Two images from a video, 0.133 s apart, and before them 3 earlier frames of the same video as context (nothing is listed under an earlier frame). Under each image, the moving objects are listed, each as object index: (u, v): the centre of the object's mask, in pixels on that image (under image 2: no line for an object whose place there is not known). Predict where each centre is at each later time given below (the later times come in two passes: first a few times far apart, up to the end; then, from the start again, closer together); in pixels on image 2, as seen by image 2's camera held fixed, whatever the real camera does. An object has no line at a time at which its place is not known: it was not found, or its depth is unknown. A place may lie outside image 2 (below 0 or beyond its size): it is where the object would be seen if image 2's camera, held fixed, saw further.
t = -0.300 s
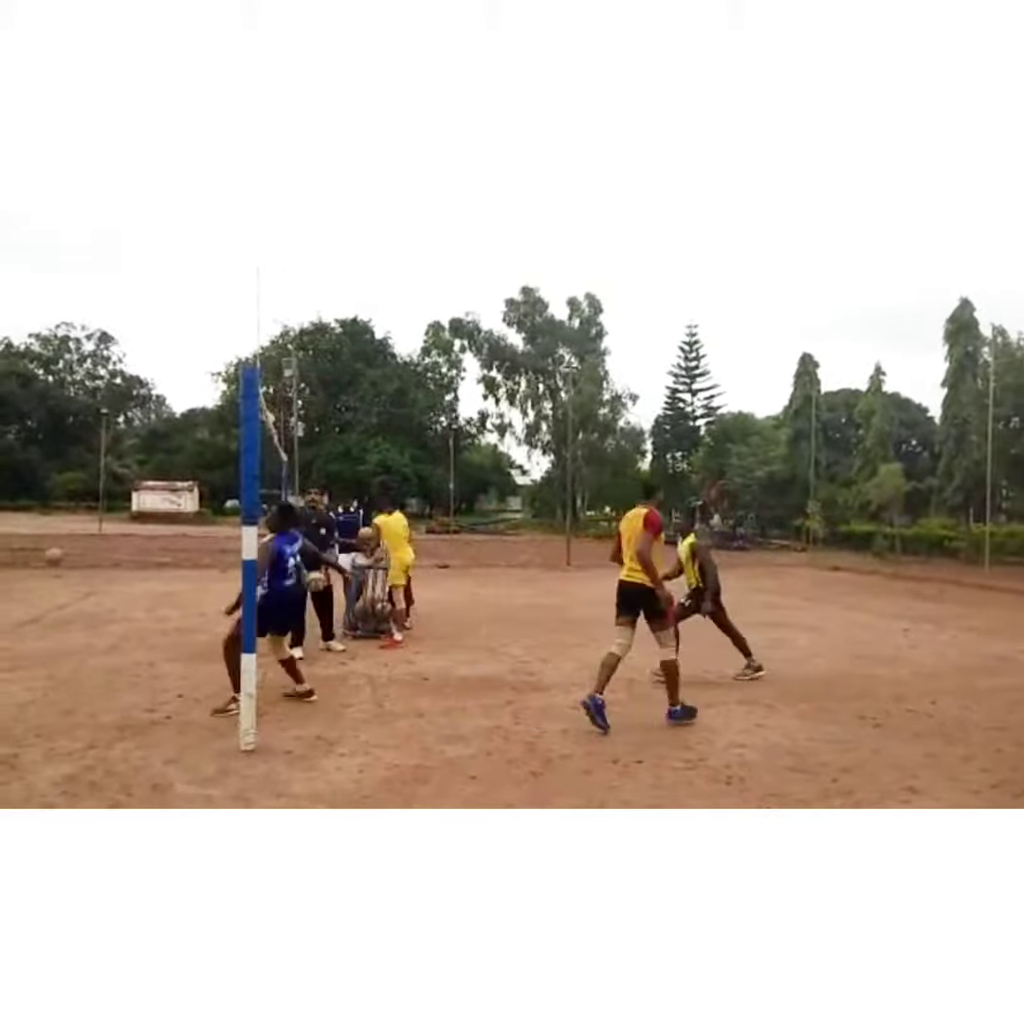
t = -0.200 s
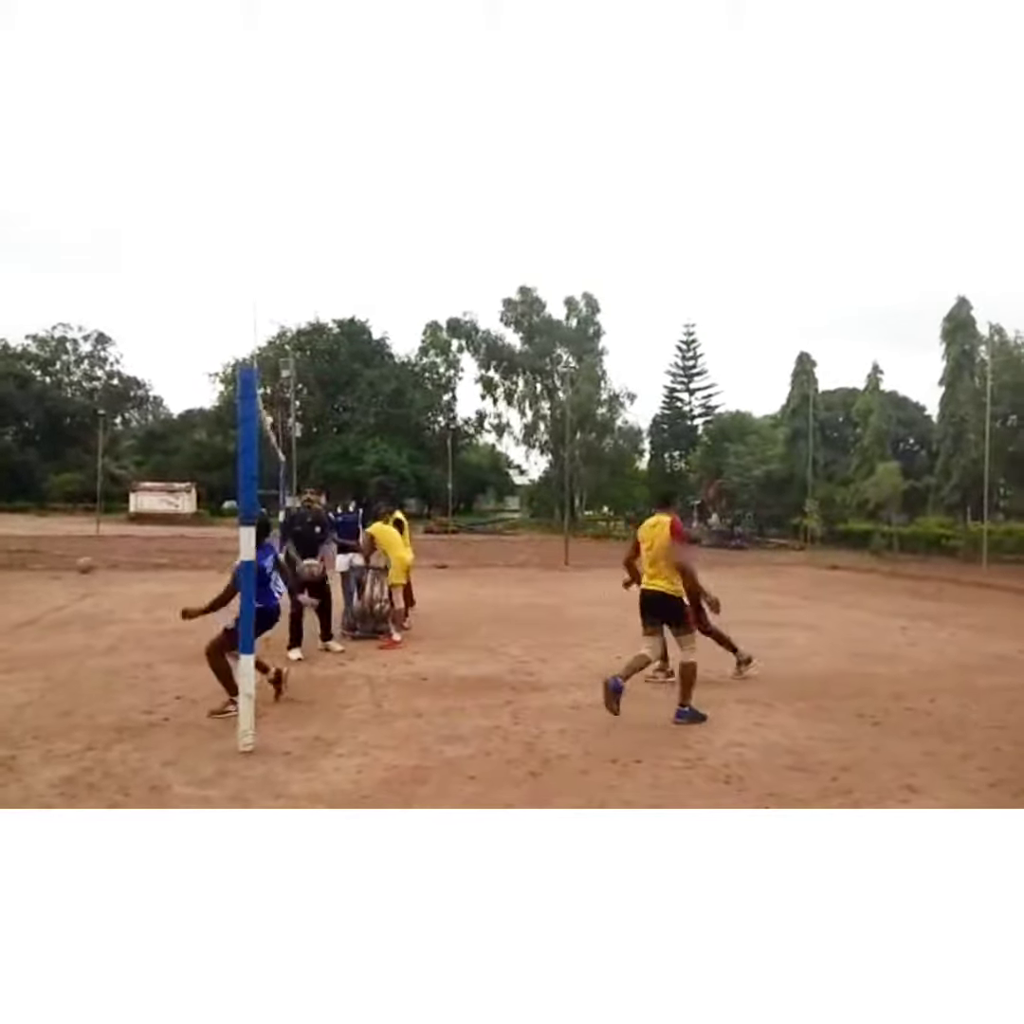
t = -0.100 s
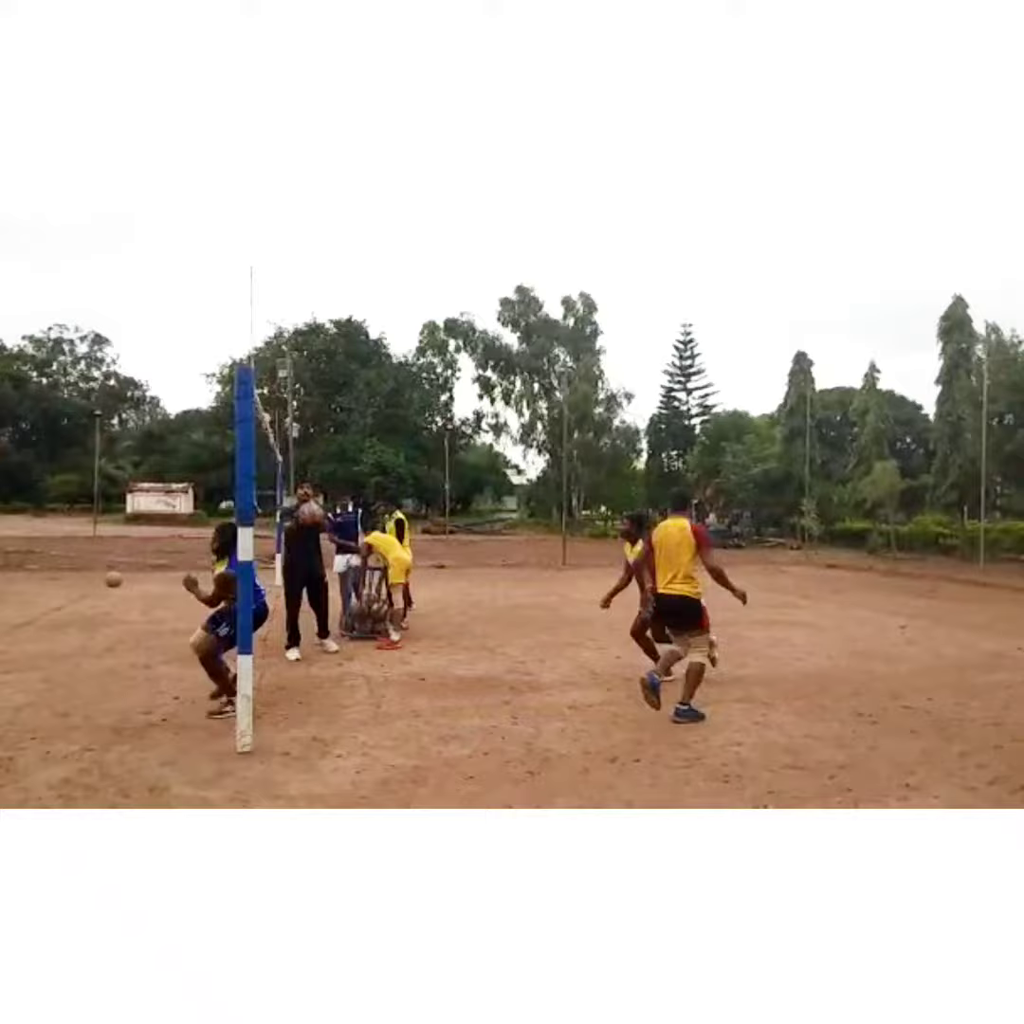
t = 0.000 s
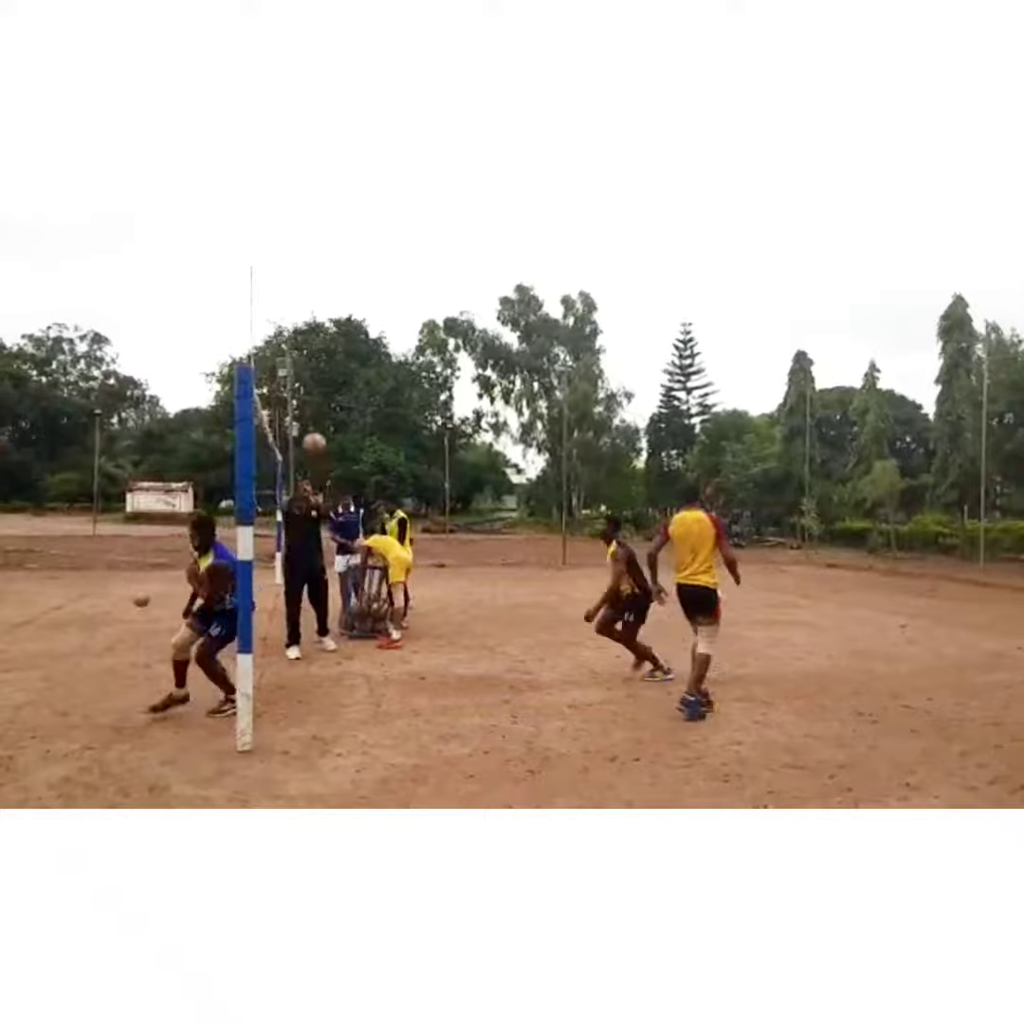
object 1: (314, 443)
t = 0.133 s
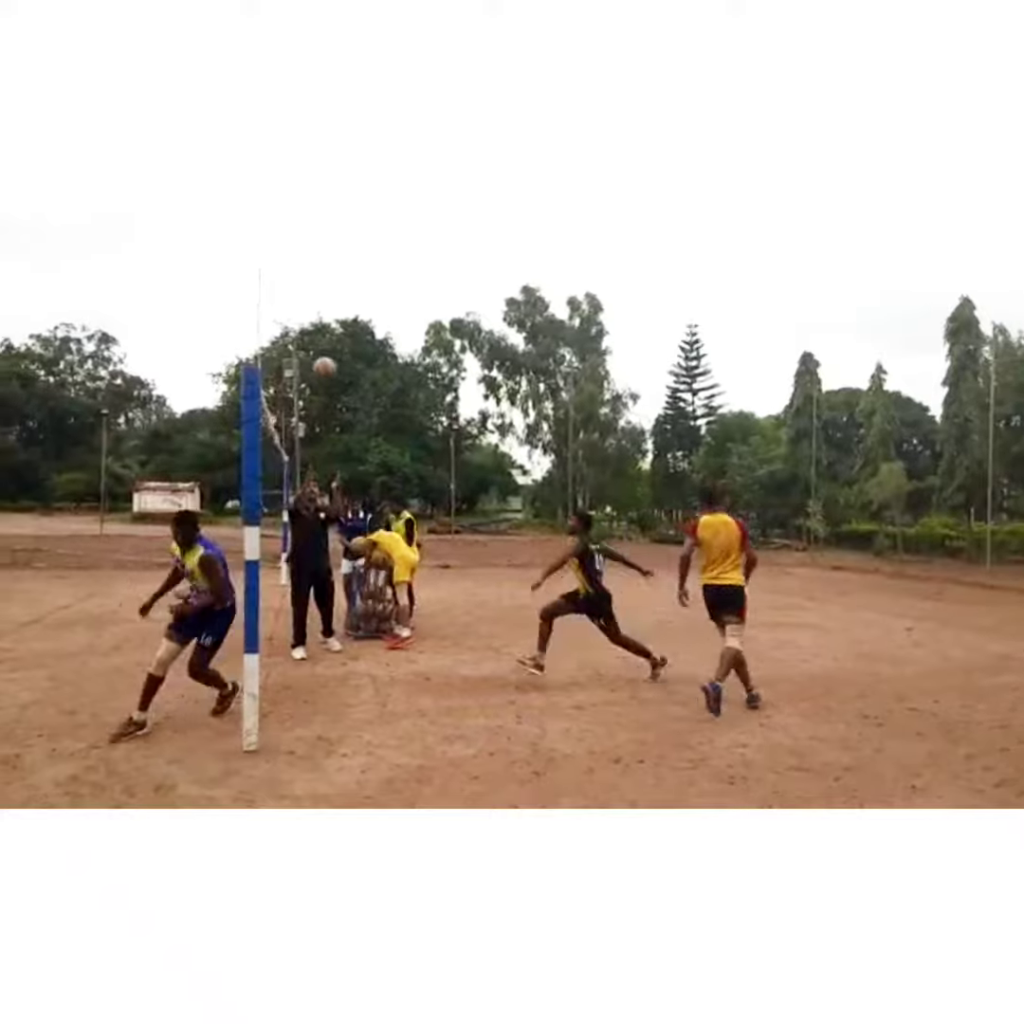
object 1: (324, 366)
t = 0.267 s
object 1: (329, 309)
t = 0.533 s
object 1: (339, 246)
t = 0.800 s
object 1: (350, 257)
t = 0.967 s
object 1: (356, 304)
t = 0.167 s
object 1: (326, 350)
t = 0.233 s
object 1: (328, 321)
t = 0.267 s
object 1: (329, 309)
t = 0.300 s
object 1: (330, 297)
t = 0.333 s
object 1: (331, 287)
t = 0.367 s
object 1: (332, 277)
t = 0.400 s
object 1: (334, 269)
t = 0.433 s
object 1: (336, 261)
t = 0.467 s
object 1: (337, 255)
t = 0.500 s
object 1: (338, 249)
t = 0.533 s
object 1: (339, 246)
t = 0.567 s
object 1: (341, 243)
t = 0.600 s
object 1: (342, 241)
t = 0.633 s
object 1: (343, 241)
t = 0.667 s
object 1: (344, 242)
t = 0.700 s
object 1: (346, 244)
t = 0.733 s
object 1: (347, 247)
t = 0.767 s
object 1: (349, 251)
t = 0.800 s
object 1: (350, 257)
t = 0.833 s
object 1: (351, 263)
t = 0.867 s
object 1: (352, 271)
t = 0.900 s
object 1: (353, 281)
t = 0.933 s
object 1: (355, 292)
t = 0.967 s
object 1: (356, 304)
